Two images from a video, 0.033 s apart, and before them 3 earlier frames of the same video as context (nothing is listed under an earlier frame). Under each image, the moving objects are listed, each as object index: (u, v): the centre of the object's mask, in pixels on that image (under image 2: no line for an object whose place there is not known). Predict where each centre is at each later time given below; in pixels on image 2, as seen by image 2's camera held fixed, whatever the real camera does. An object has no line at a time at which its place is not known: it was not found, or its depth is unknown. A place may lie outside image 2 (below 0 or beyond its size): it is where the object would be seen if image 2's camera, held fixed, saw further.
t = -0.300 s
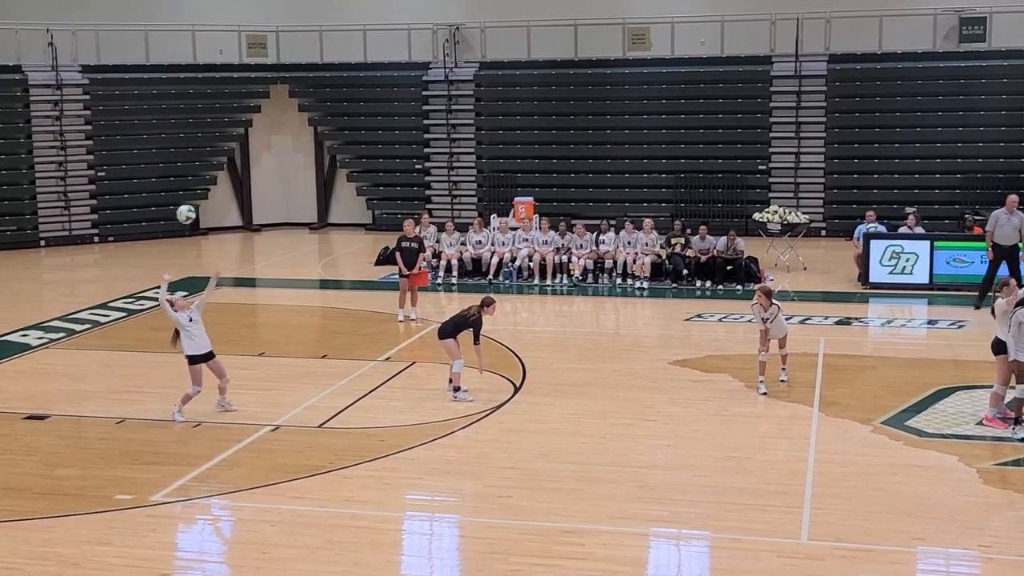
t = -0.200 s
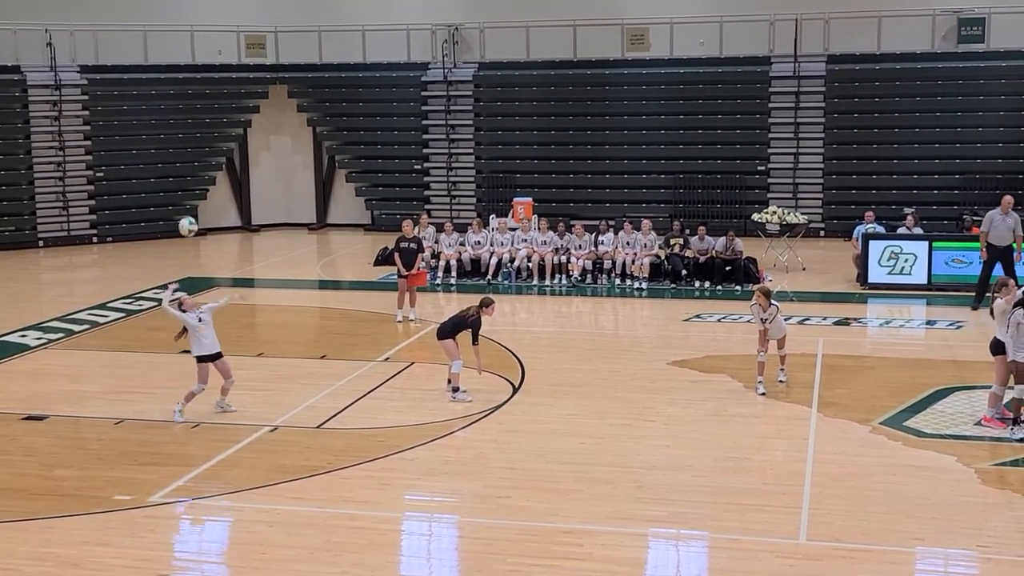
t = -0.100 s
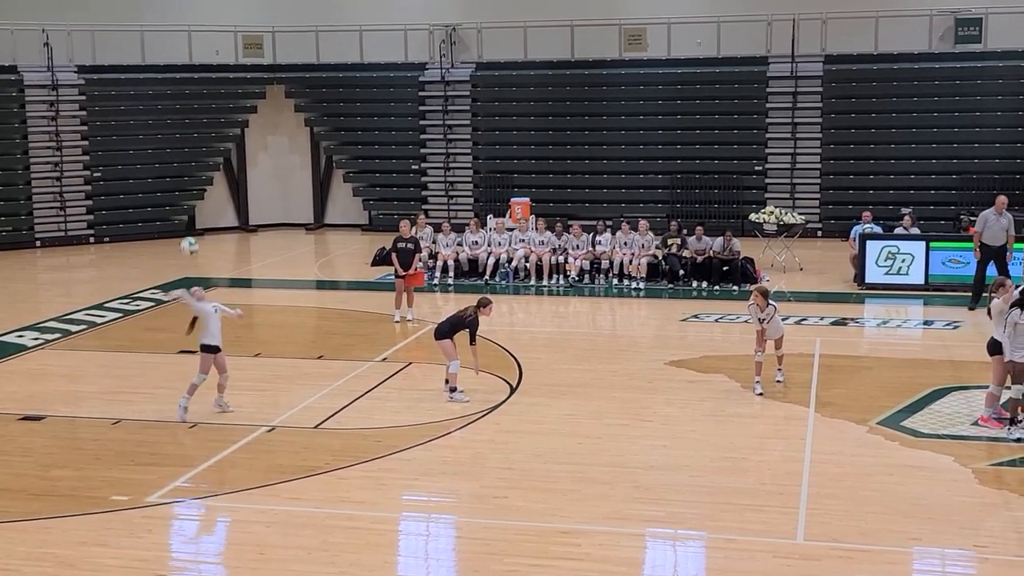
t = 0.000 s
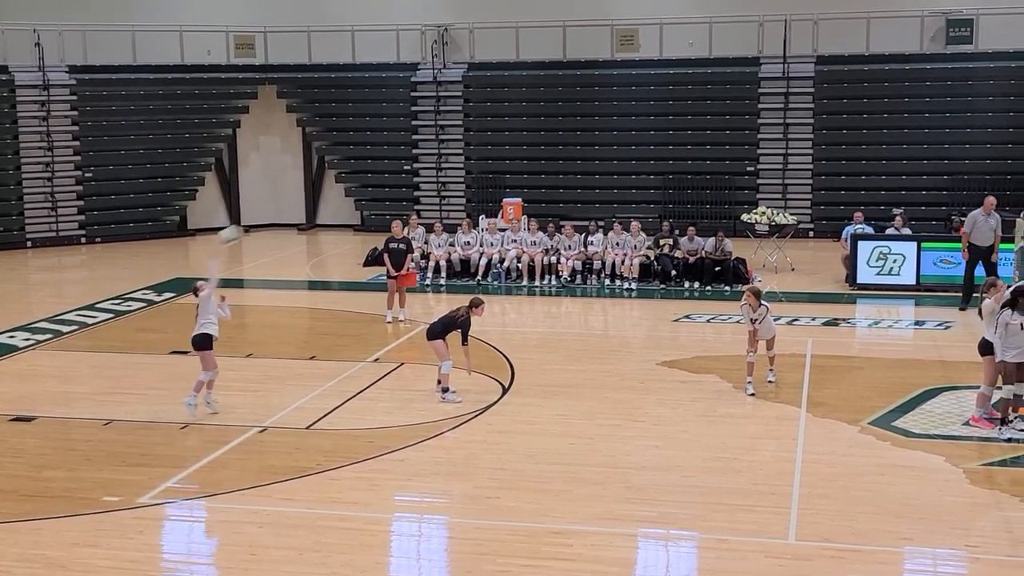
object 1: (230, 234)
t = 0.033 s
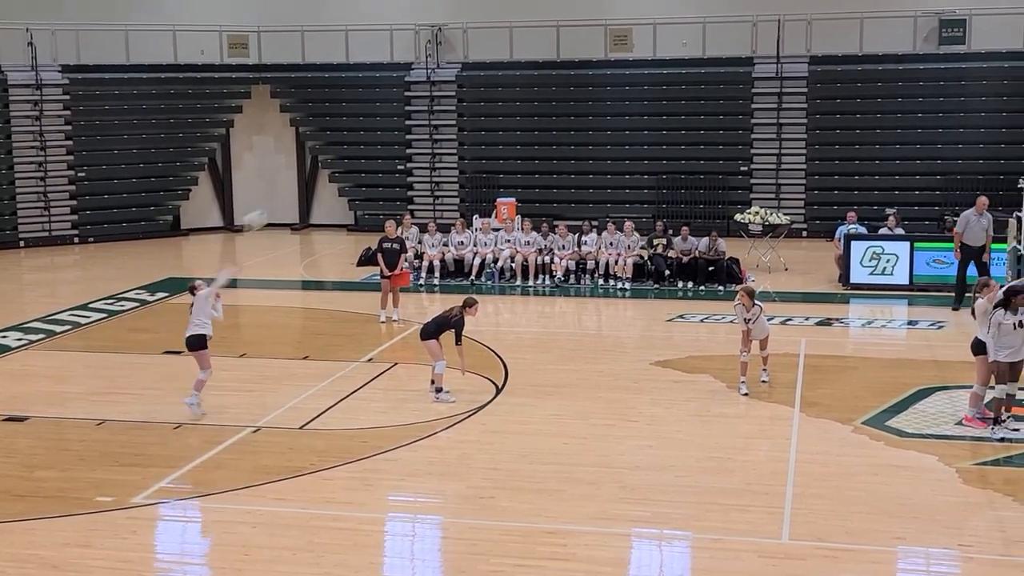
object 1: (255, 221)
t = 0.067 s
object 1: (287, 203)
